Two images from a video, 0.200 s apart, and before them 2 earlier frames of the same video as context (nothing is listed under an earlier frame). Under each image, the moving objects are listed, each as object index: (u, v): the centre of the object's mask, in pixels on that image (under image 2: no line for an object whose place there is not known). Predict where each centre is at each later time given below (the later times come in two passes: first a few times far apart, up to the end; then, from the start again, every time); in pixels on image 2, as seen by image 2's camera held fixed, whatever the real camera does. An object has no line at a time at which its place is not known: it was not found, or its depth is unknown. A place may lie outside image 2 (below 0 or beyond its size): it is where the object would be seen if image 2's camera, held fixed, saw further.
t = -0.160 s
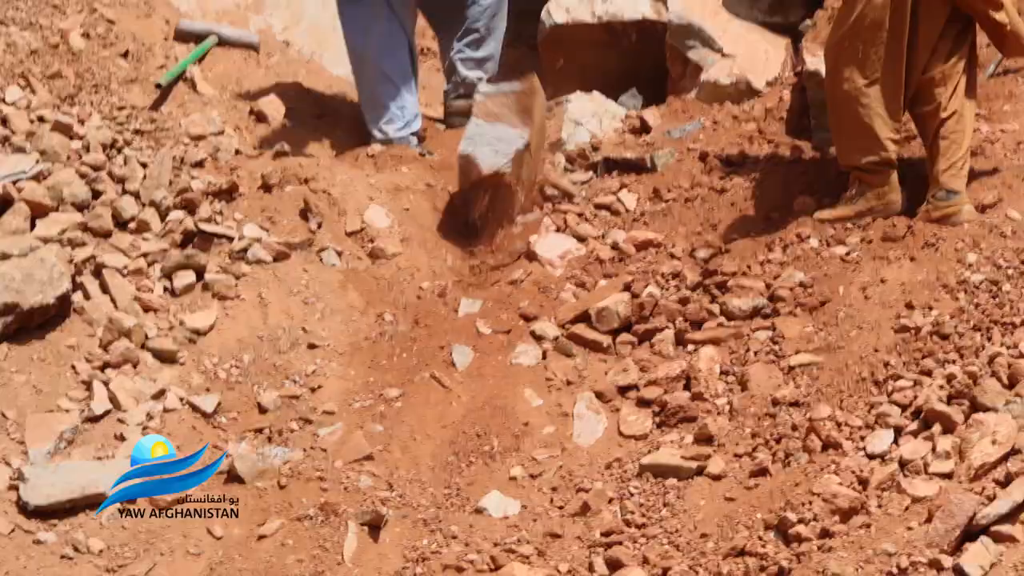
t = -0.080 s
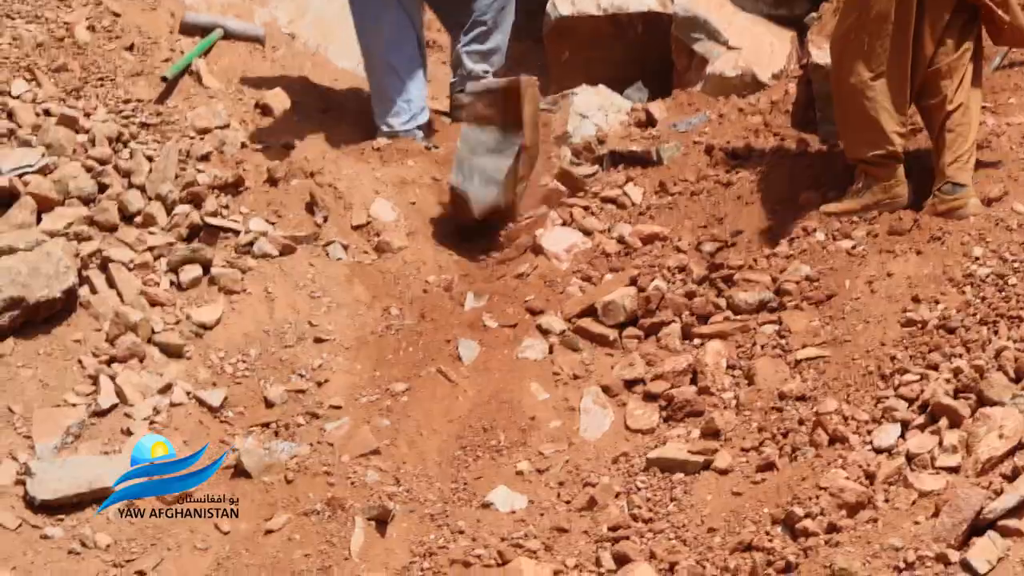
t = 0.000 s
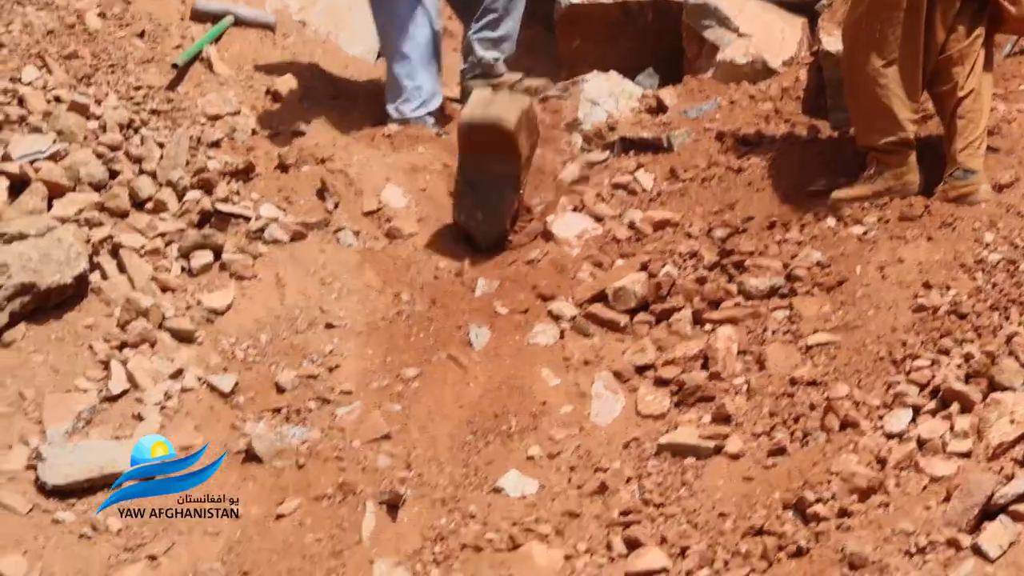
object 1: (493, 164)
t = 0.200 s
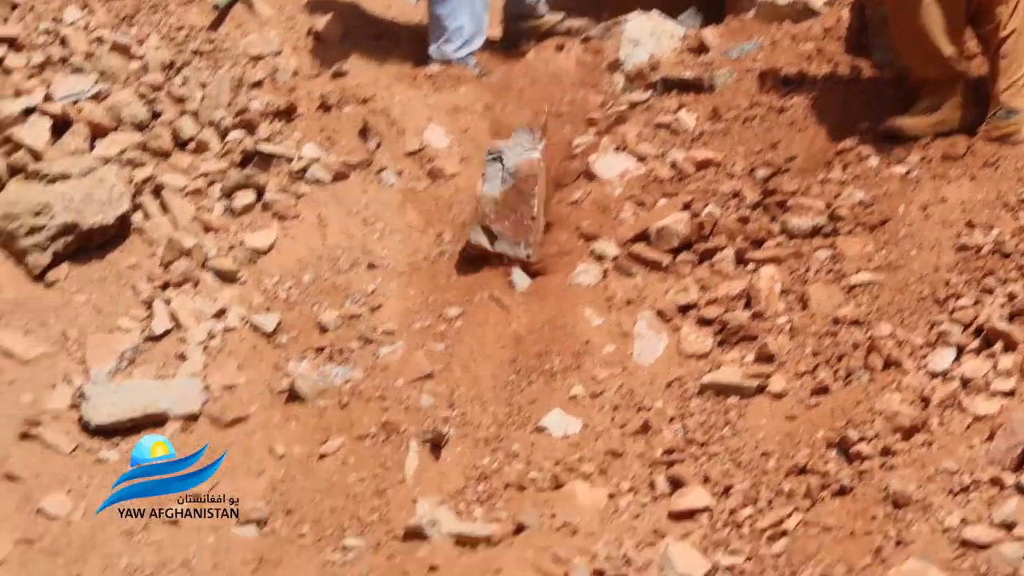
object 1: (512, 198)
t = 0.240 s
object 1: (506, 212)
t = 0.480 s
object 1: (502, 270)
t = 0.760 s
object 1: (516, 417)
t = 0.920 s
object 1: (555, 452)
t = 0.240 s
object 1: (506, 212)
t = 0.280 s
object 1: (500, 223)
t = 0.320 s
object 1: (500, 226)
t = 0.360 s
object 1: (501, 233)
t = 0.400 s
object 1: (503, 241)
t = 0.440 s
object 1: (504, 253)
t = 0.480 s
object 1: (502, 270)
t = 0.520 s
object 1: (504, 298)
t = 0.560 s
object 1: (498, 330)
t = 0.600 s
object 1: (495, 367)
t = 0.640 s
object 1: (492, 387)
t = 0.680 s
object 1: (506, 396)
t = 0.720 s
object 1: (503, 409)
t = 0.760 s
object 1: (516, 417)
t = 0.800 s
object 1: (525, 426)
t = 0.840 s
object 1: (532, 438)
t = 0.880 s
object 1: (540, 447)
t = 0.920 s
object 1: (555, 452)
